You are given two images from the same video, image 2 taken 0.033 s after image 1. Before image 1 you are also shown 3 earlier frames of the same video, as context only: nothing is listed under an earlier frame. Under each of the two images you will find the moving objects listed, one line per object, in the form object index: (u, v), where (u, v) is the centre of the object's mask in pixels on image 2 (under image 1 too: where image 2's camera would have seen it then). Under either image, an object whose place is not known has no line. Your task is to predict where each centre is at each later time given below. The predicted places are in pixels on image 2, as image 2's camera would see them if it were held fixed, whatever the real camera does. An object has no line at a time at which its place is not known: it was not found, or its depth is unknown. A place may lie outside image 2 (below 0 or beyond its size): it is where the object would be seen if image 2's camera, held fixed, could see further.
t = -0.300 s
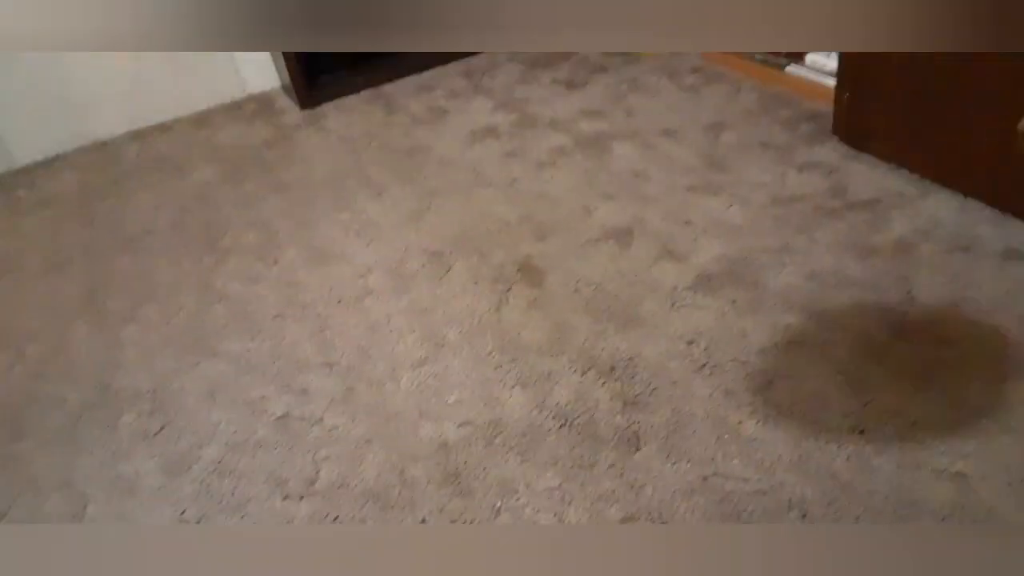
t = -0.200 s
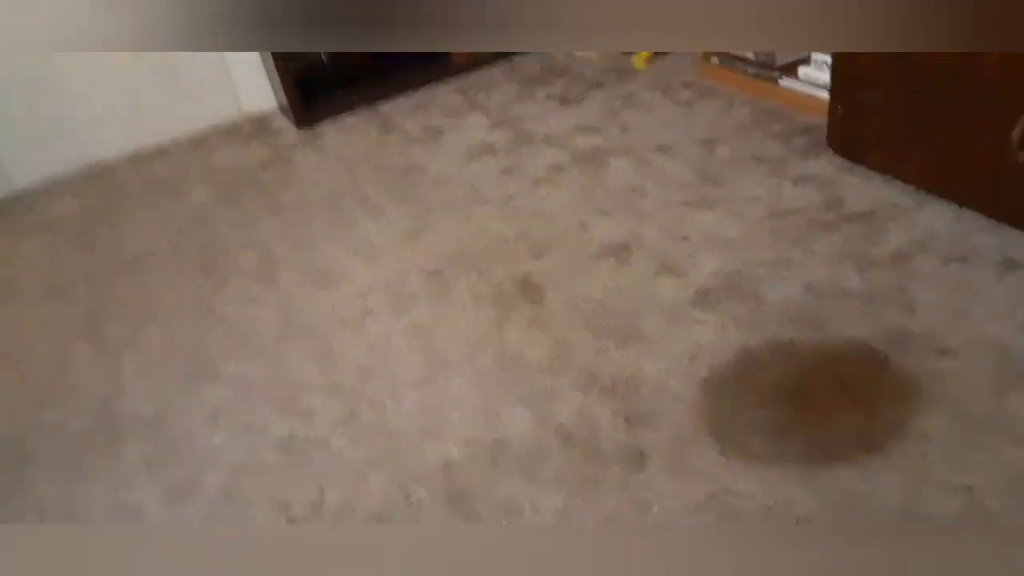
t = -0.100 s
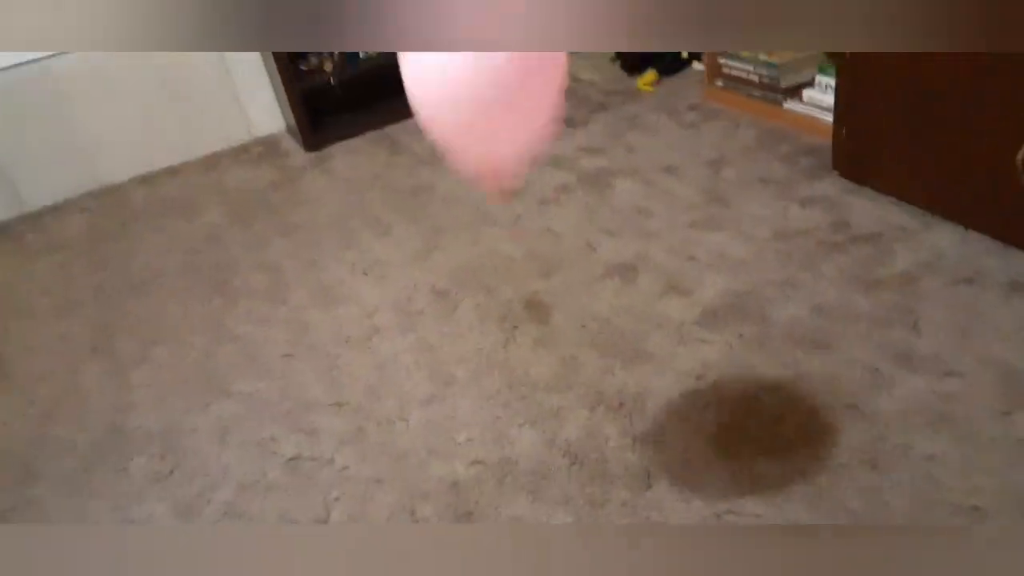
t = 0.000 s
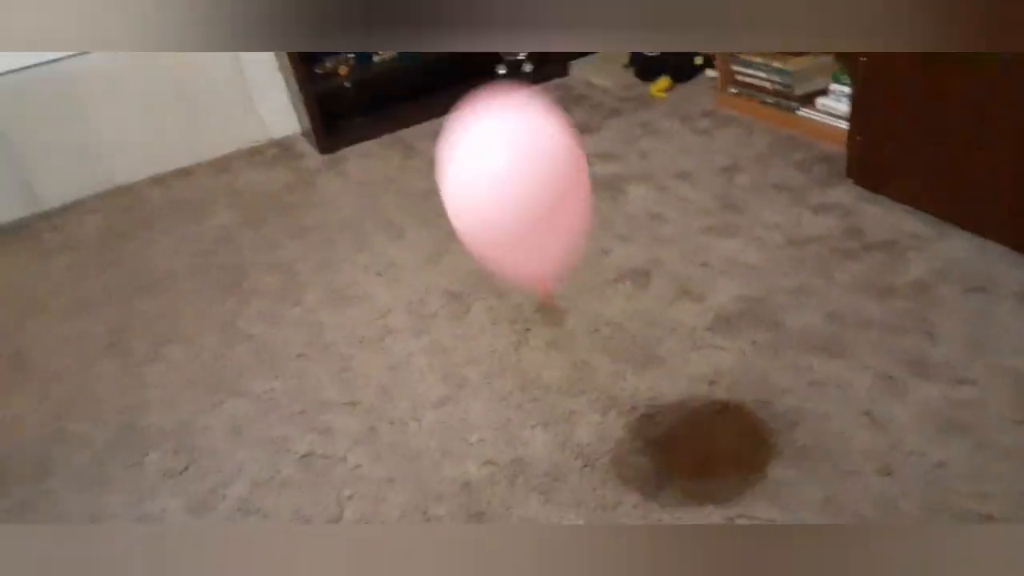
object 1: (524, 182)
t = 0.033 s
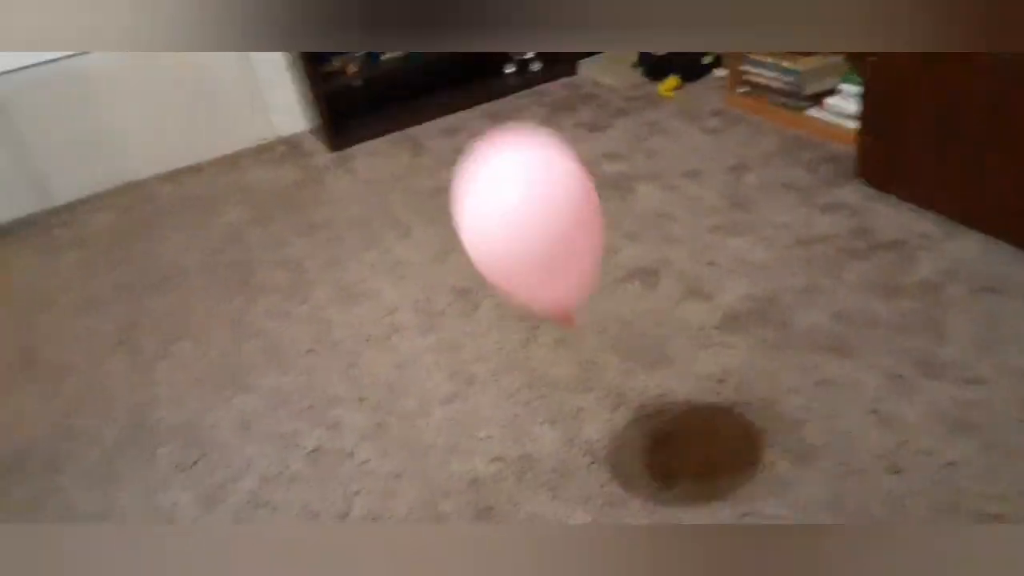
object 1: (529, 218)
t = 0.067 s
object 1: (534, 250)
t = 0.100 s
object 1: (540, 284)
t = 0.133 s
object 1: (545, 313)
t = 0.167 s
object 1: (552, 342)
